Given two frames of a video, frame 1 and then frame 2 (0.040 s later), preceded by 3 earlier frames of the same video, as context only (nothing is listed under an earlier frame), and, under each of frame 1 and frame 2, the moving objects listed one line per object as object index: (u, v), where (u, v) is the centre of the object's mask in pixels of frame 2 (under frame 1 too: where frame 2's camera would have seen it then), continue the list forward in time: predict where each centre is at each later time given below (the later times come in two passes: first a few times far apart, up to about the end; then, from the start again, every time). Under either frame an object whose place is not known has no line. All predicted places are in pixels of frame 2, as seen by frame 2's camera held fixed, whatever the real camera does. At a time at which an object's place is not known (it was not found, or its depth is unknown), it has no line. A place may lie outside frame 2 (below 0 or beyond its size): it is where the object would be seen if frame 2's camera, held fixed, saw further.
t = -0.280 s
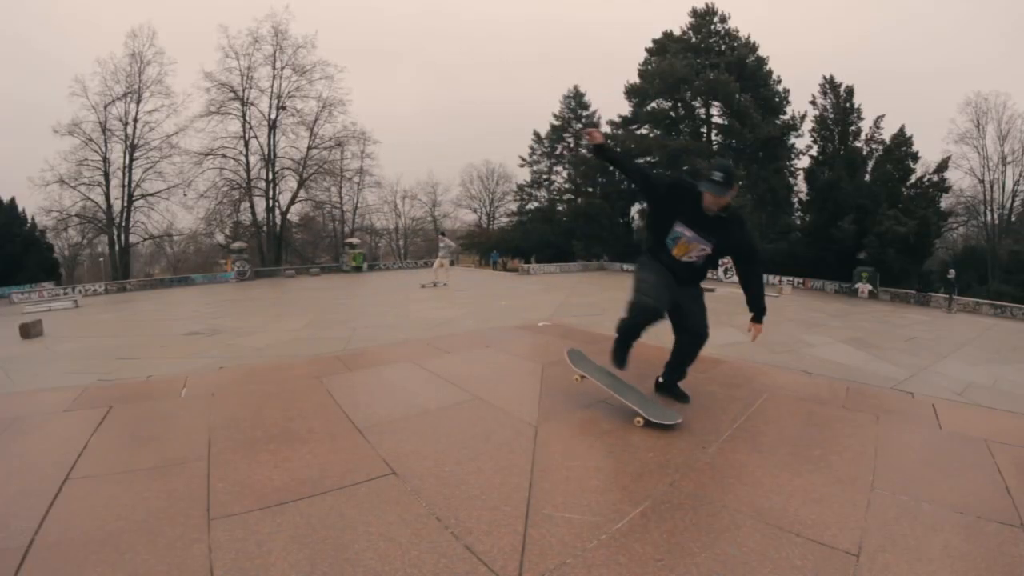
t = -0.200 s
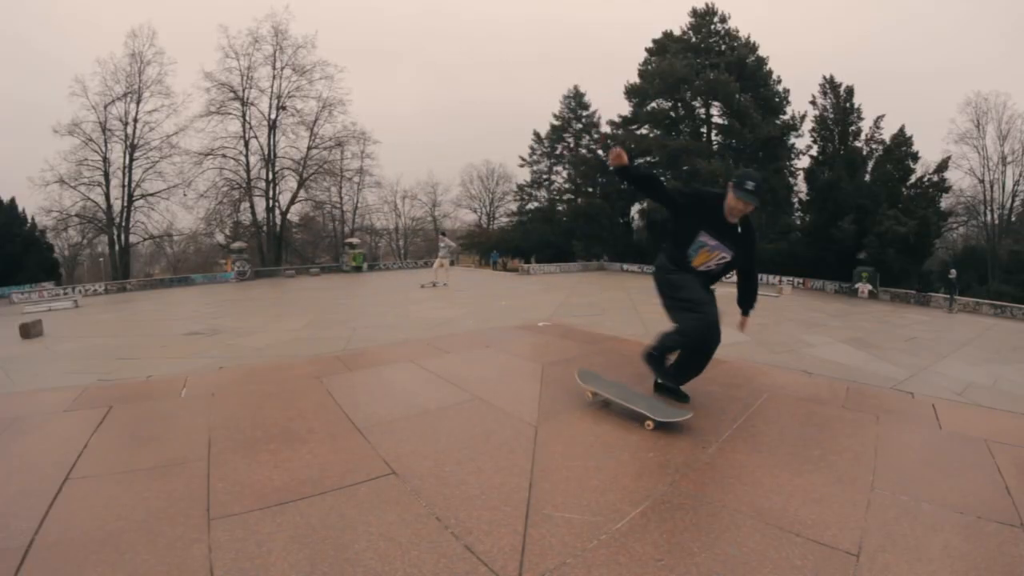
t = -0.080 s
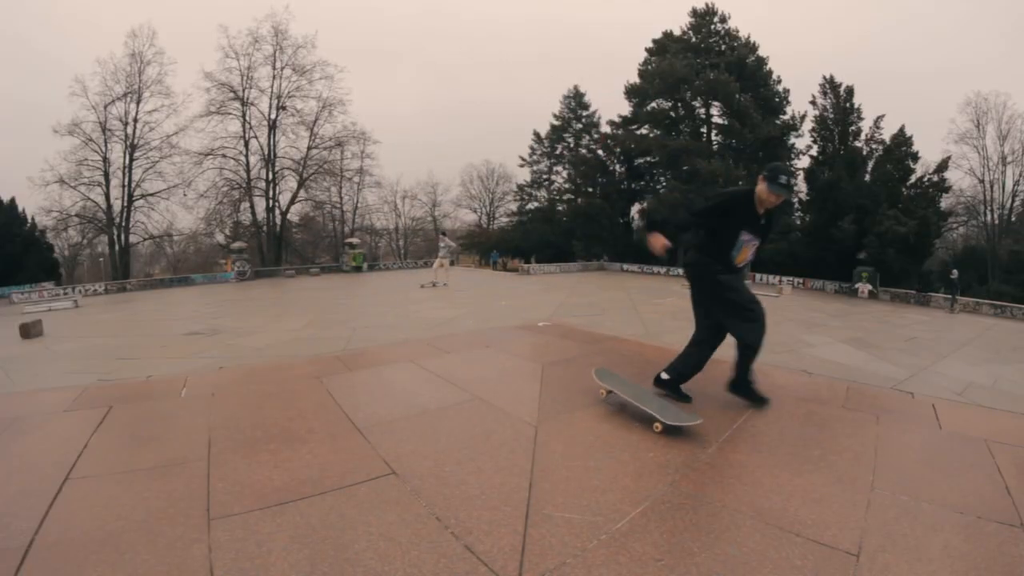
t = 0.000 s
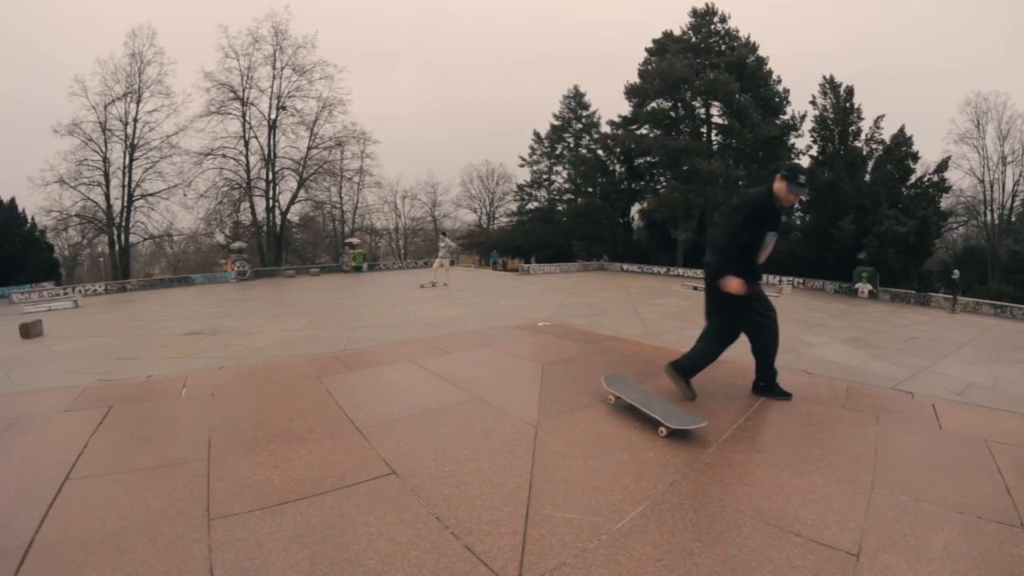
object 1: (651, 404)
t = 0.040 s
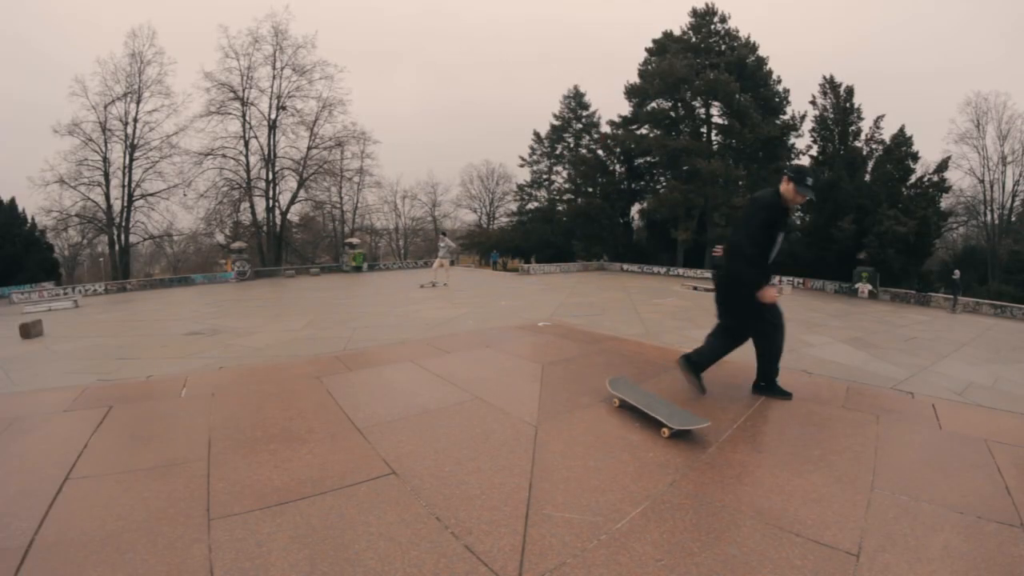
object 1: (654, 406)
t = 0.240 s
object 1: (668, 412)
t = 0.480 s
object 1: (681, 421)
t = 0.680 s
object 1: (693, 428)
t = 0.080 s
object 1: (658, 407)
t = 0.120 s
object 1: (661, 409)
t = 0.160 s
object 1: (664, 410)
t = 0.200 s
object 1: (666, 411)
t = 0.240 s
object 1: (668, 412)
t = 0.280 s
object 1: (670, 414)
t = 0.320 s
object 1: (673, 415)
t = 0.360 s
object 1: (675, 417)
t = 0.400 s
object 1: (677, 418)
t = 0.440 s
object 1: (679, 419)
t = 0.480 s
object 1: (681, 421)
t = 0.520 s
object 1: (683, 422)
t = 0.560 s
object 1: (686, 423)
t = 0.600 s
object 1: (688, 425)
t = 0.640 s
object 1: (690, 426)
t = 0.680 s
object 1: (693, 428)
